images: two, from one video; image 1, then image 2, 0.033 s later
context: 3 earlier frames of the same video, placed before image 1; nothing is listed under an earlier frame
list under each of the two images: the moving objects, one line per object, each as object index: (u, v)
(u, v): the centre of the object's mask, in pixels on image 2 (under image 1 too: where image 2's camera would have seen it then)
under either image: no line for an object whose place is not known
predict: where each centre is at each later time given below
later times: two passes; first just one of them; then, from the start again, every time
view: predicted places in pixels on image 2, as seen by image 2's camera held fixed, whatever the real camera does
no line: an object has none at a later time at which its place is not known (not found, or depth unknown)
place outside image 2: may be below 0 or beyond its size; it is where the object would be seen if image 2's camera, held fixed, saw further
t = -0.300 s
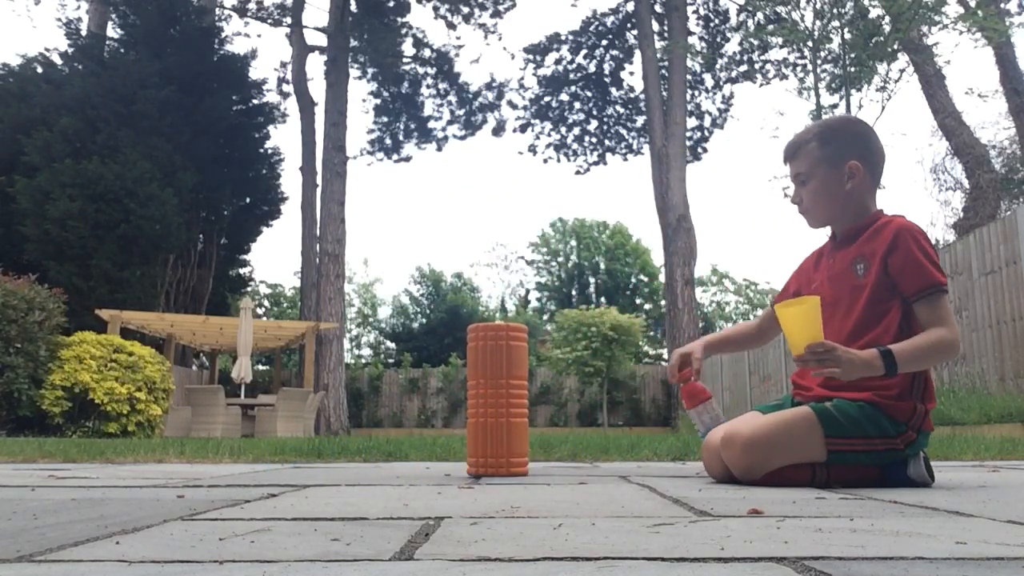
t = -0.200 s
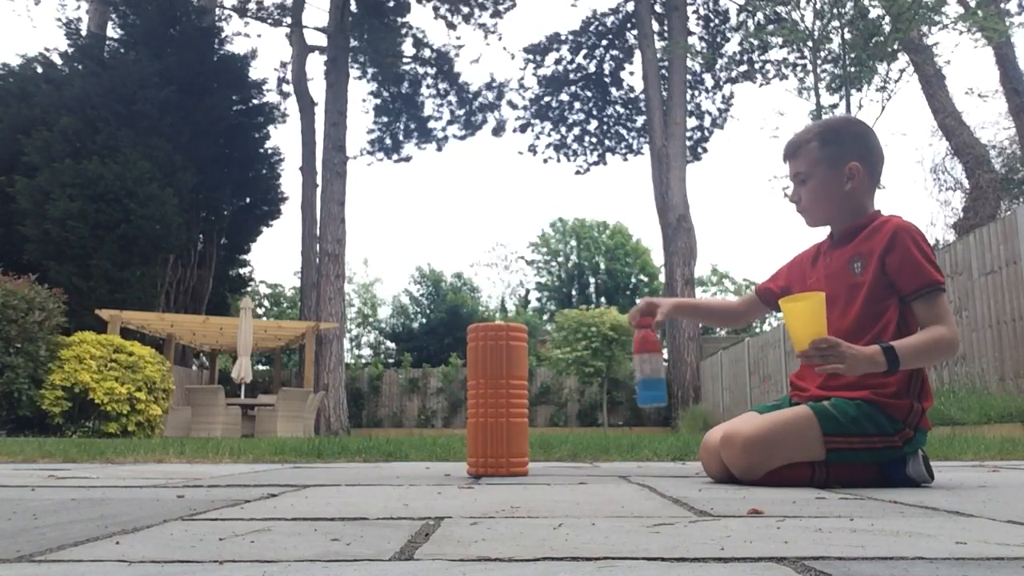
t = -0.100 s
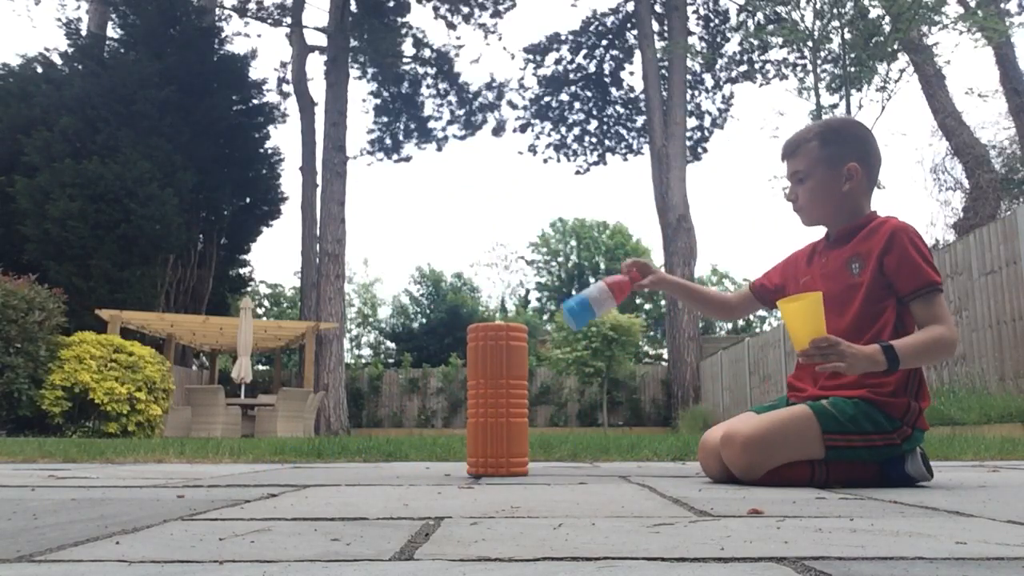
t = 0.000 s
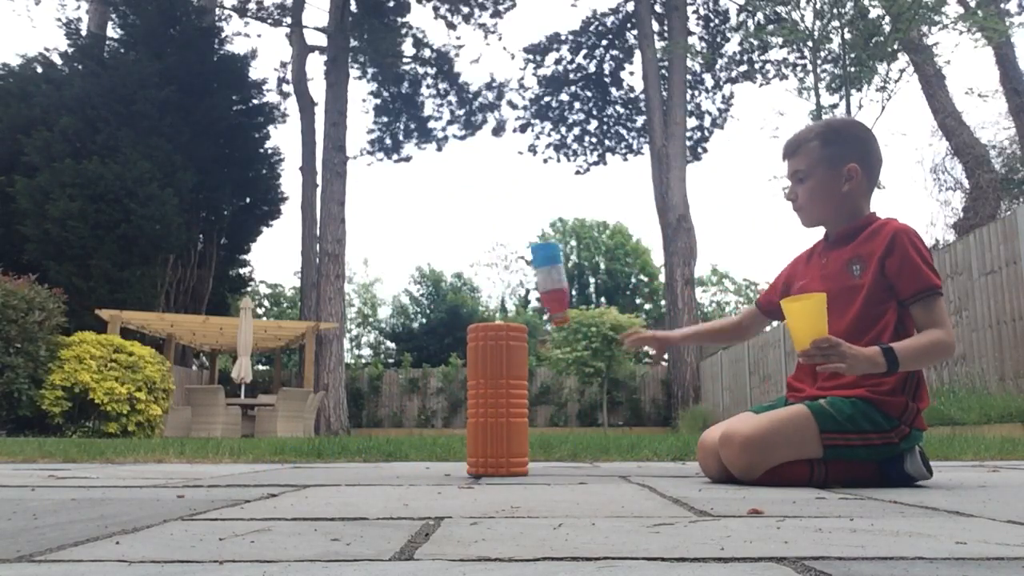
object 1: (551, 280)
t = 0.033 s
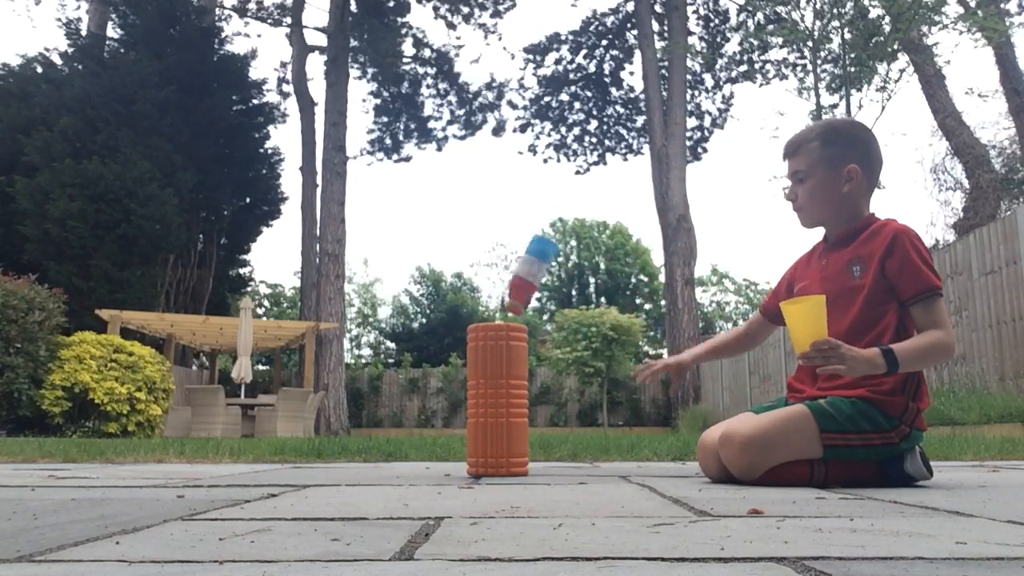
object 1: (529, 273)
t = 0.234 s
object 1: (474, 299)
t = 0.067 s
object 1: (513, 264)
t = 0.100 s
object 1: (505, 261)
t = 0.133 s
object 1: (498, 265)
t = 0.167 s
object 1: (490, 277)
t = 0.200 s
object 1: (481, 290)
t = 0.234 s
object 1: (474, 299)
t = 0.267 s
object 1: (471, 307)
